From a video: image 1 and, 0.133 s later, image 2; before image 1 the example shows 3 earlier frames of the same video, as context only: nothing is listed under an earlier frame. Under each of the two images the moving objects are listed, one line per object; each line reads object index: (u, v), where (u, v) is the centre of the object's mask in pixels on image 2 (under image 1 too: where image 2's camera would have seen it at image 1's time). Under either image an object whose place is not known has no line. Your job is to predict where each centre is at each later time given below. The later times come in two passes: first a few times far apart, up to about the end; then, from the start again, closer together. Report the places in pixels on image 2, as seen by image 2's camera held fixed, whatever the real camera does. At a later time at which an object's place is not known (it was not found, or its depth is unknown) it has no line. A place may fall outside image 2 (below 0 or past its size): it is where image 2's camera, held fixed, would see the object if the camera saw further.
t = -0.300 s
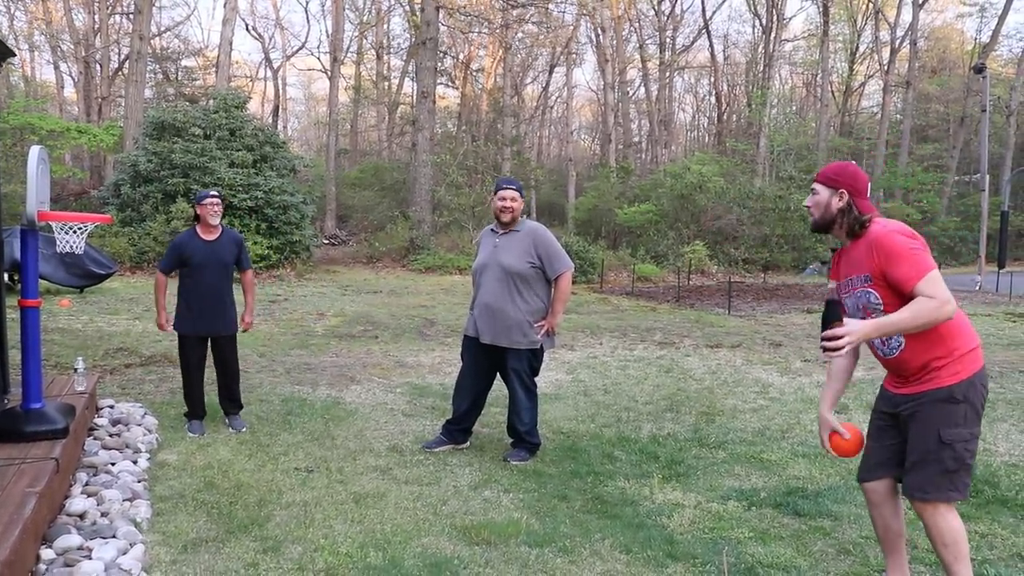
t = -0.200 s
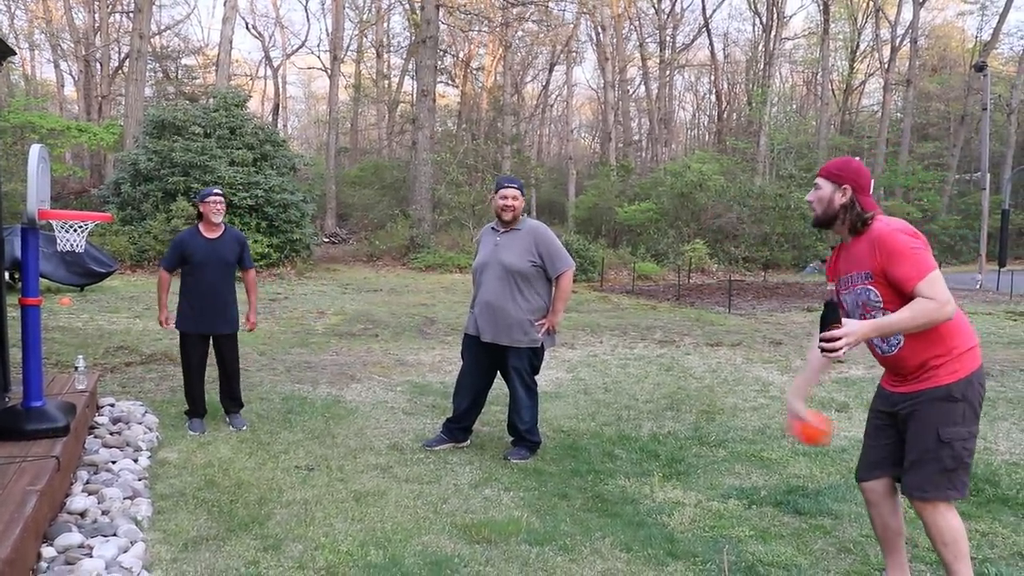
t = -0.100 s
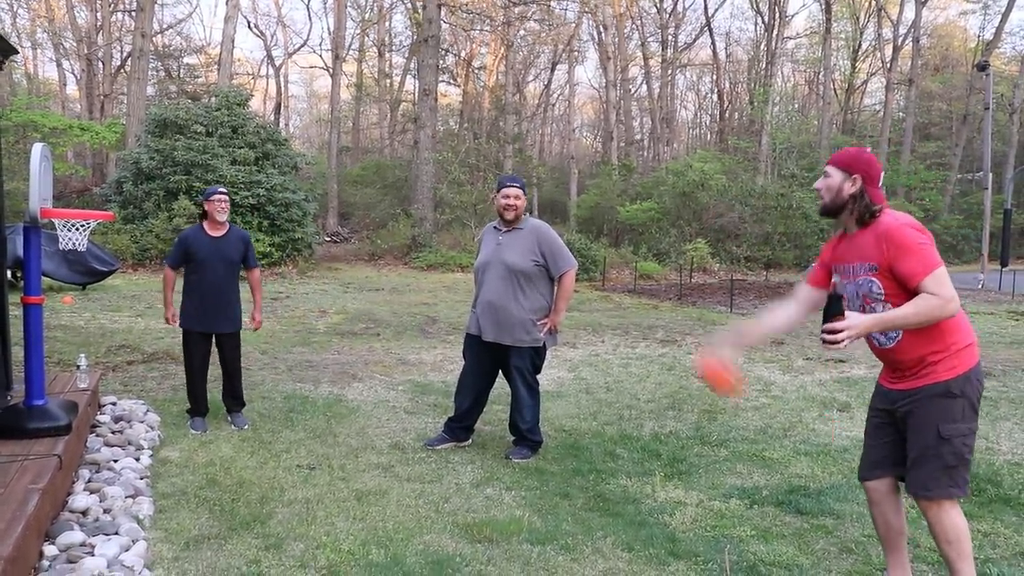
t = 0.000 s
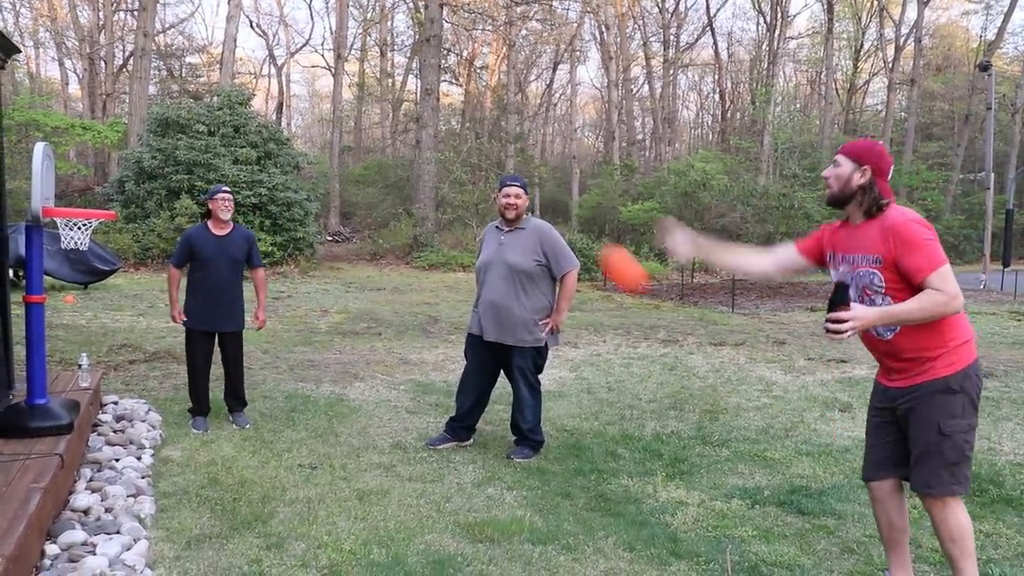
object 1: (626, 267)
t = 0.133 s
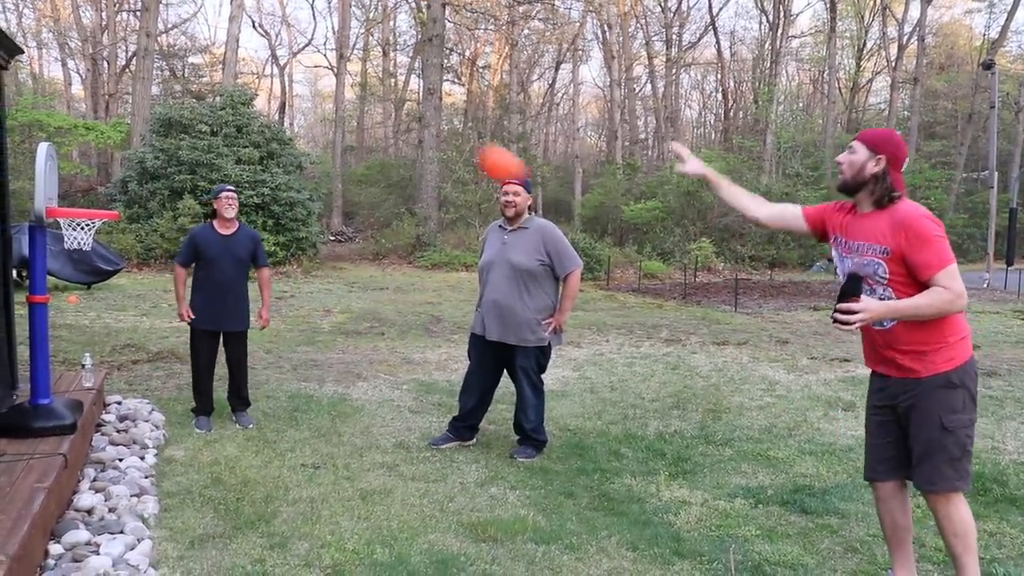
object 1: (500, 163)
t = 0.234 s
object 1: (418, 119)
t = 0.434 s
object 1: (260, 100)
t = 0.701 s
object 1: (95, 195)
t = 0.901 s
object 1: (69, 203)
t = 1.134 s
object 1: (79, 235)
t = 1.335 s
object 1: (66, 297)
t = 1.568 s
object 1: (91, 366)
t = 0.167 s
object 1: (473, 147)
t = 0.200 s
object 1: (444, 130)
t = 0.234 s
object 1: (418, 119)
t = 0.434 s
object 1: (260, 100)
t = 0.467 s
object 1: (238, 105)
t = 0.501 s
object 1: (217, 112)
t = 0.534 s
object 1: (194, 122)
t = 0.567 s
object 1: (172, 135)
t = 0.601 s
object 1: (151, 148)
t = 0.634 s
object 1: (131, 164)
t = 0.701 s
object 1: (95, 195)
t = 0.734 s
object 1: (87, 198)
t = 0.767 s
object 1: (81, 197)
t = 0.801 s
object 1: (75, 198)
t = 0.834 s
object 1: (71, 200)
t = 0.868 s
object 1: (67, 202)
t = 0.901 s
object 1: (69, 203)
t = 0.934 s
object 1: (74, 204)
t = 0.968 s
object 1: (75, 204)
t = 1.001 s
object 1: (77, 206)
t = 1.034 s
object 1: (84, 227)
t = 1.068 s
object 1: (82, 228)
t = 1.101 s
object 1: (81, 232)
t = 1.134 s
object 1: (79, 235)
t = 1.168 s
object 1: (77, 241)
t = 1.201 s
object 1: (74, 248)
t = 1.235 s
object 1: (72, 258)
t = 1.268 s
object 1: (70, 266)
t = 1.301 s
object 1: (68, 279)
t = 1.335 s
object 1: (66, 297)
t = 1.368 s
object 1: (65, 315)
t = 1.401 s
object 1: (64, 337)
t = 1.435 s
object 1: (63, 355)
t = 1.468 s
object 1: (63, 378)
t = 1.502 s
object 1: (67, 389)
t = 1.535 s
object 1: (79, 377)
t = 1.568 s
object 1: (91, 366)
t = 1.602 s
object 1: (104, 356)
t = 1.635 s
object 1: (114, 350)
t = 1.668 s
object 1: (127, 345)
